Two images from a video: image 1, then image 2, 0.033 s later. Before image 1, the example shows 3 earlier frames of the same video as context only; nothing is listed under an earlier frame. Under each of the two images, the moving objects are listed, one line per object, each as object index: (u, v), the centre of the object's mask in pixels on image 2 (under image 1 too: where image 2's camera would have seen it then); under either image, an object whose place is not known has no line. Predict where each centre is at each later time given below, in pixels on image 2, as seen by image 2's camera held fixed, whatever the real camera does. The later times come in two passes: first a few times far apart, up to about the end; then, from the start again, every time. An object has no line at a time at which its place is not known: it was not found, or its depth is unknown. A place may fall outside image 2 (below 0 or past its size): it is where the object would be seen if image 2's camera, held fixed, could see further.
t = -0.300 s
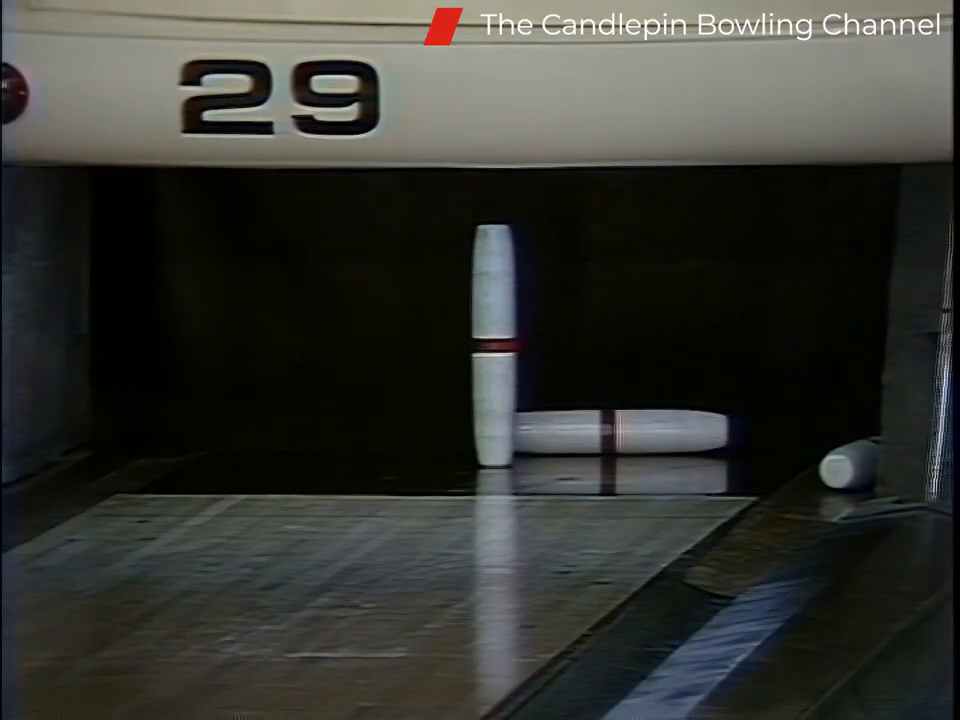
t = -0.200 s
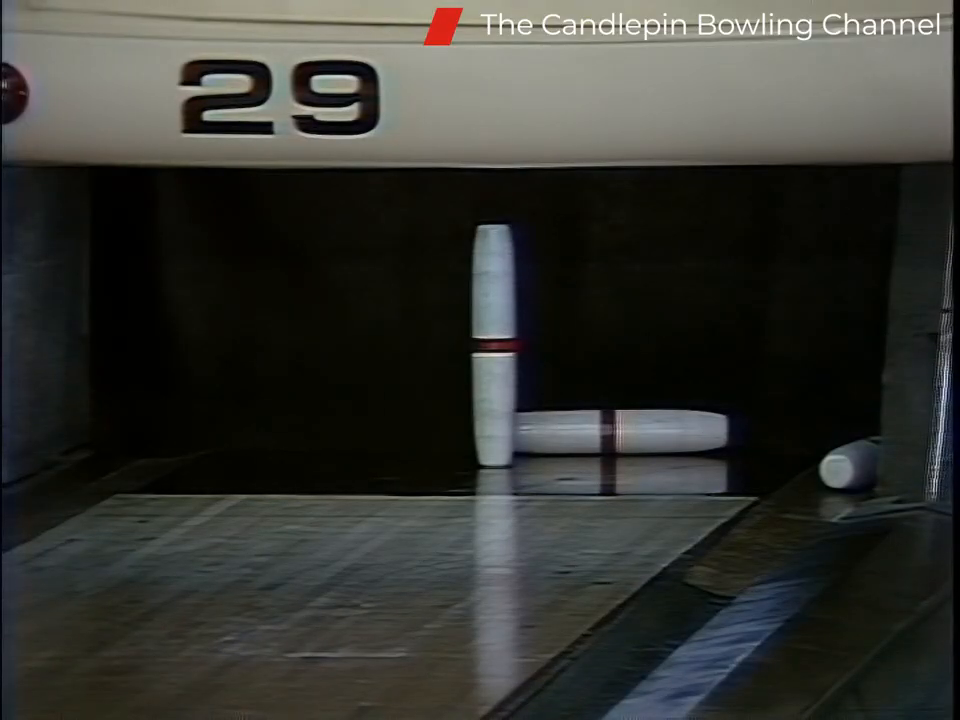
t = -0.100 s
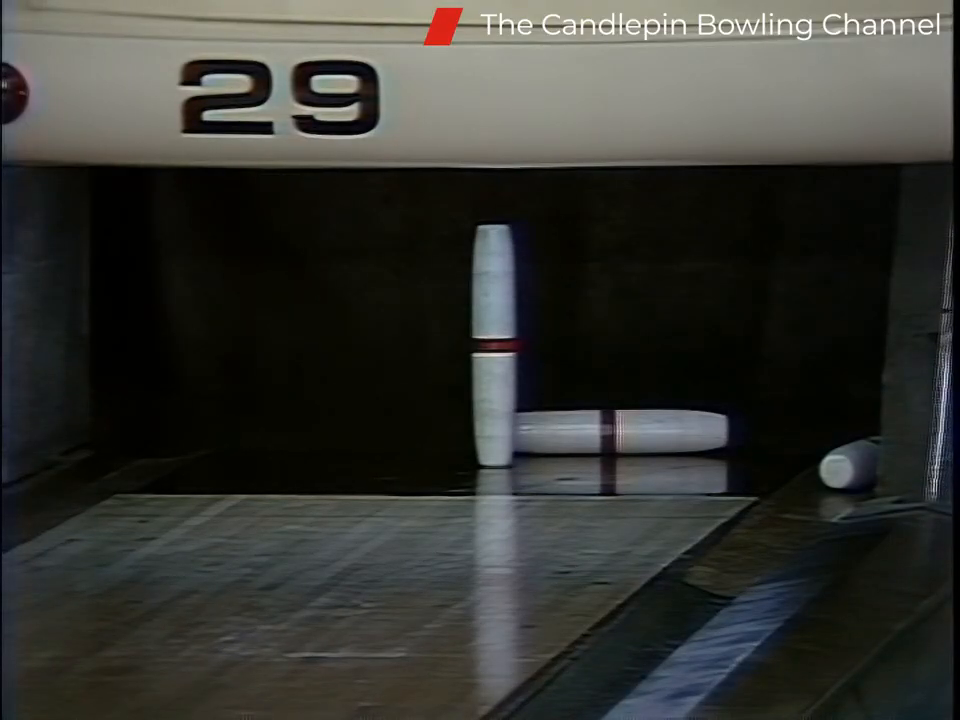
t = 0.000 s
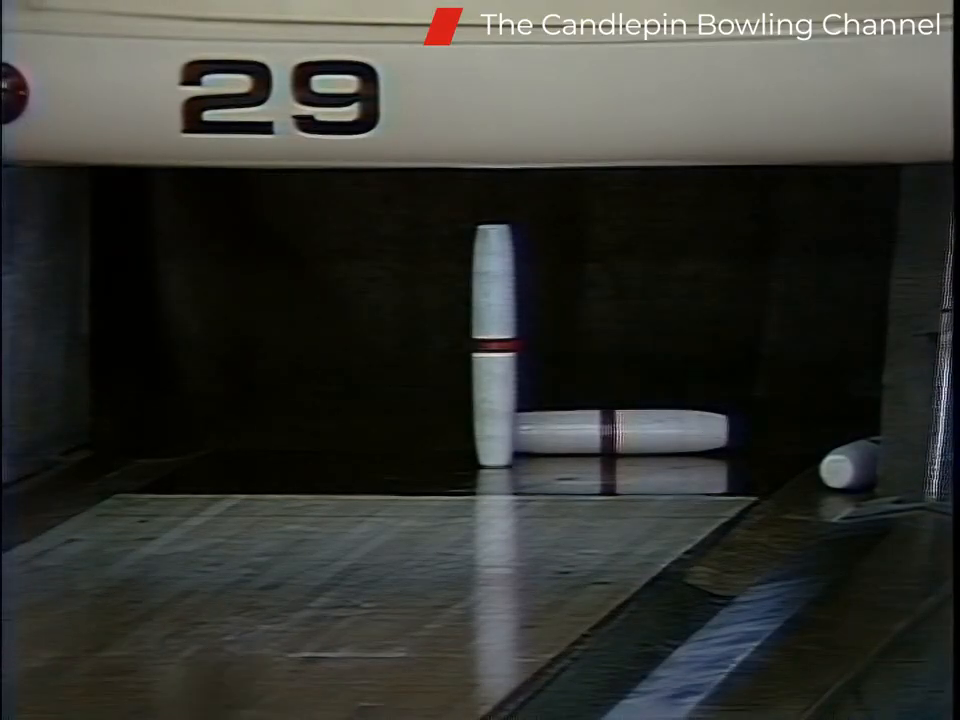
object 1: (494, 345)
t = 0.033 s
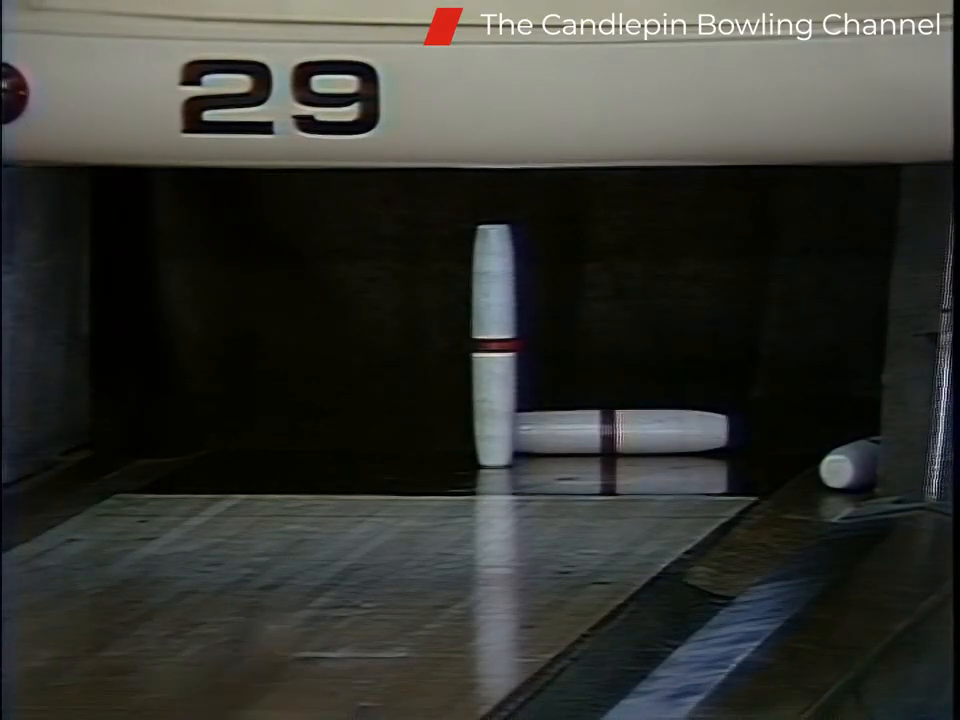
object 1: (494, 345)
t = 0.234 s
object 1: (494, 335)
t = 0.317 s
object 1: (444, 352)
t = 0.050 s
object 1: (494, 345)
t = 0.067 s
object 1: (494, 345)
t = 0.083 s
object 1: (494, 344)
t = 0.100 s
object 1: (494, 344)
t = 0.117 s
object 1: (494, 344)
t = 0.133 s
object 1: (494, 344)
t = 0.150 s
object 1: (494, 344)
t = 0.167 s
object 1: (494, 344)
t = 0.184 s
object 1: (494, 344)
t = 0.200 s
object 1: (494, 344)
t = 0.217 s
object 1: (494, 343)
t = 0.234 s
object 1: (494, 335)
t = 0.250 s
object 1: (493, 326)
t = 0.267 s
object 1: (490, 349)
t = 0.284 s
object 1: (481, 360)
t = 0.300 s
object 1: (490, 350)
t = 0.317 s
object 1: (444, 352)
